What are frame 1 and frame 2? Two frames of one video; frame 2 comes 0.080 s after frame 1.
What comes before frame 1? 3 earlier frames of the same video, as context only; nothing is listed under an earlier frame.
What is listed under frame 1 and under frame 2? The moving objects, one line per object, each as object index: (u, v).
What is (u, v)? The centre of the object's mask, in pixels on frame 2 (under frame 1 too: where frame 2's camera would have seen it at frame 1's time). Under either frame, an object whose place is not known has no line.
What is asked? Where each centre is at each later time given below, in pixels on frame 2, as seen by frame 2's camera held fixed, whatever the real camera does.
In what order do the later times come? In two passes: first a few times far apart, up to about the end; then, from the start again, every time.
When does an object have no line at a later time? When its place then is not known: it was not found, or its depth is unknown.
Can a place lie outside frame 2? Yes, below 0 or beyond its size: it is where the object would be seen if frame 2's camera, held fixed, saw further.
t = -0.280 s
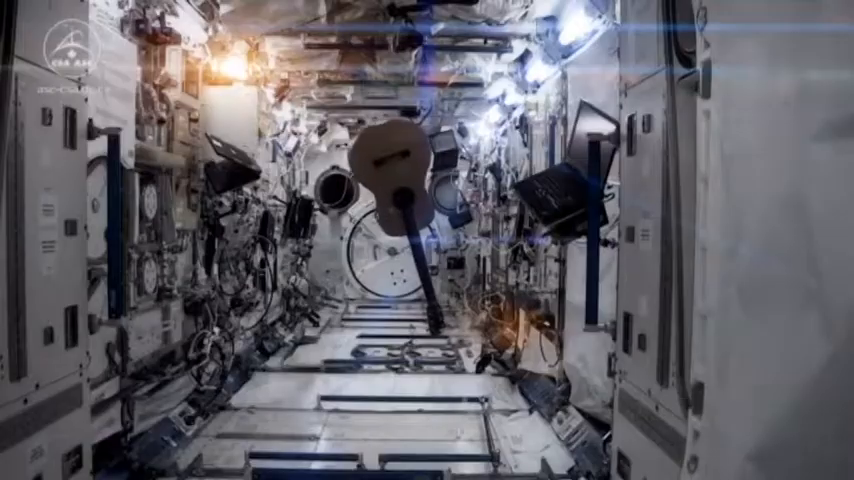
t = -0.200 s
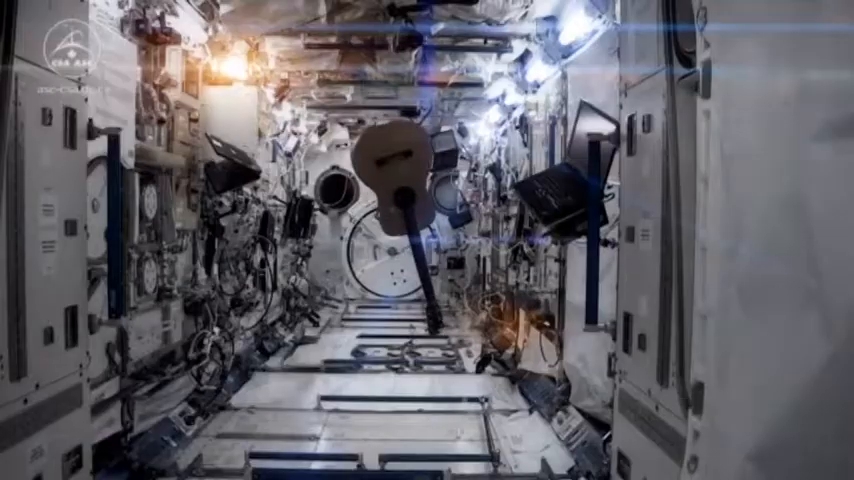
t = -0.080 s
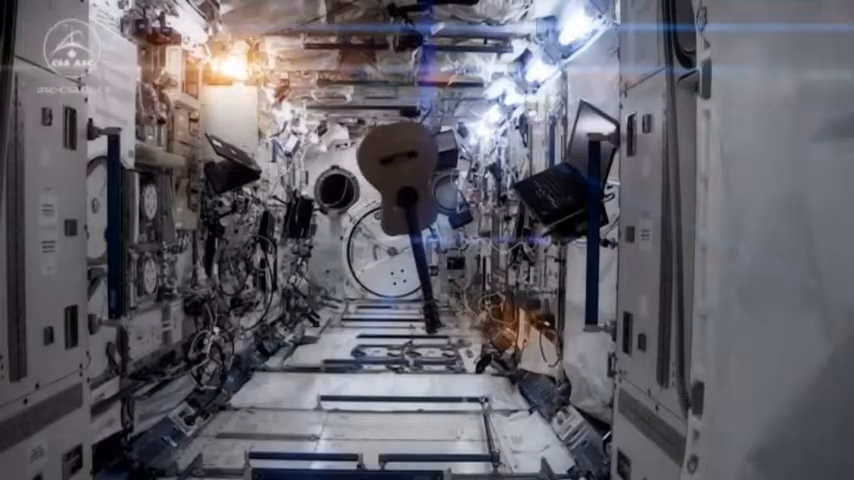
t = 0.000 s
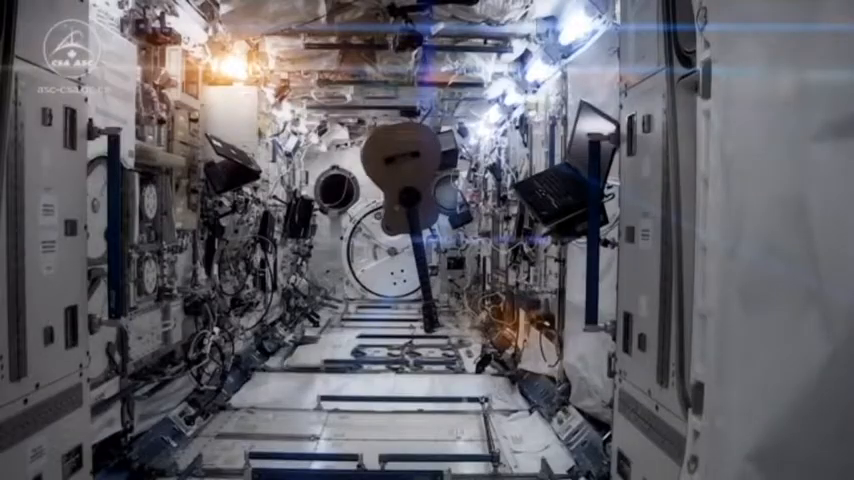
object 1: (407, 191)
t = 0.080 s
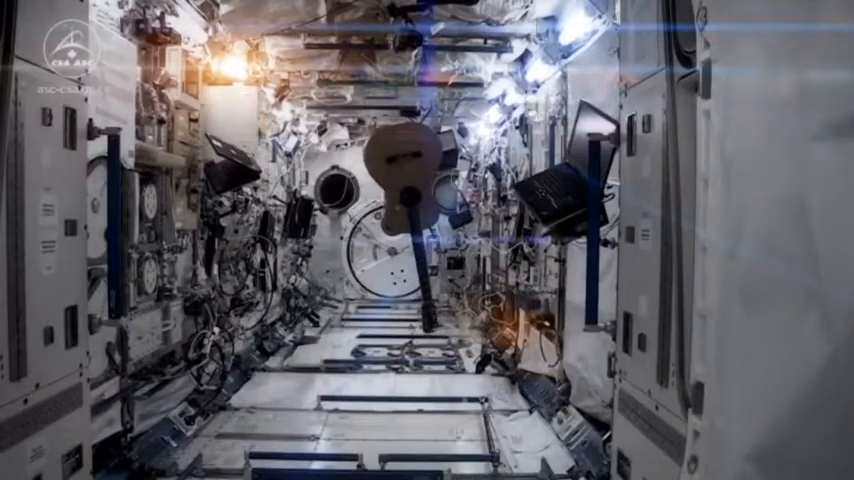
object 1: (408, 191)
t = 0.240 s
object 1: (412, 191)
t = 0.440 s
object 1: (417, 191)
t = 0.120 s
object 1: (408, 192)
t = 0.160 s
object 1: (410, 192)
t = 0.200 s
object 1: (411, 191)
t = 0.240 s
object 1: (412, 191)
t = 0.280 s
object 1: (412, 192)
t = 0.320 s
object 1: (413, 192)
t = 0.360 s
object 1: (415, 191)
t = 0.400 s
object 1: (416, 190)
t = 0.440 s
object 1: (417, 191)
